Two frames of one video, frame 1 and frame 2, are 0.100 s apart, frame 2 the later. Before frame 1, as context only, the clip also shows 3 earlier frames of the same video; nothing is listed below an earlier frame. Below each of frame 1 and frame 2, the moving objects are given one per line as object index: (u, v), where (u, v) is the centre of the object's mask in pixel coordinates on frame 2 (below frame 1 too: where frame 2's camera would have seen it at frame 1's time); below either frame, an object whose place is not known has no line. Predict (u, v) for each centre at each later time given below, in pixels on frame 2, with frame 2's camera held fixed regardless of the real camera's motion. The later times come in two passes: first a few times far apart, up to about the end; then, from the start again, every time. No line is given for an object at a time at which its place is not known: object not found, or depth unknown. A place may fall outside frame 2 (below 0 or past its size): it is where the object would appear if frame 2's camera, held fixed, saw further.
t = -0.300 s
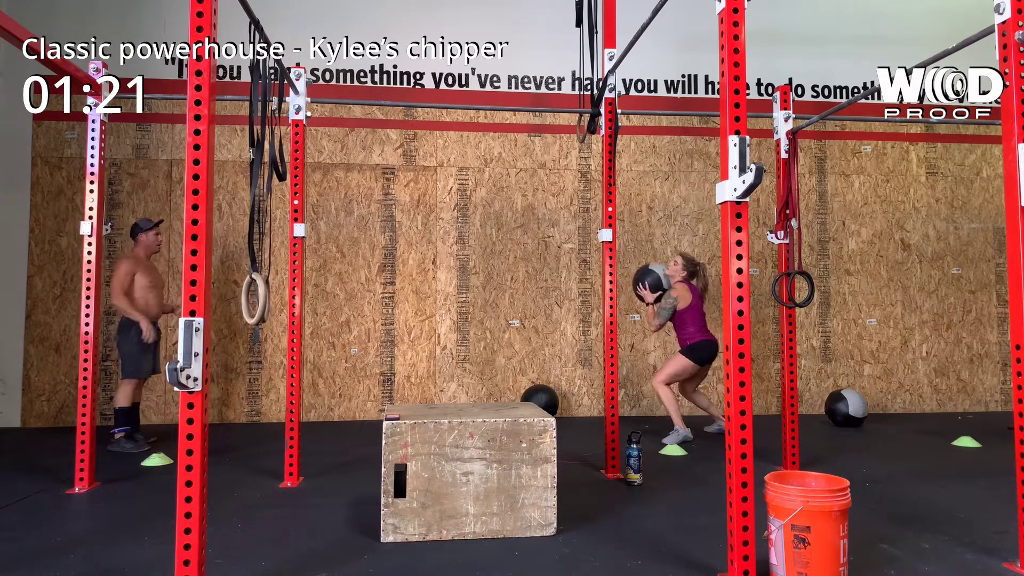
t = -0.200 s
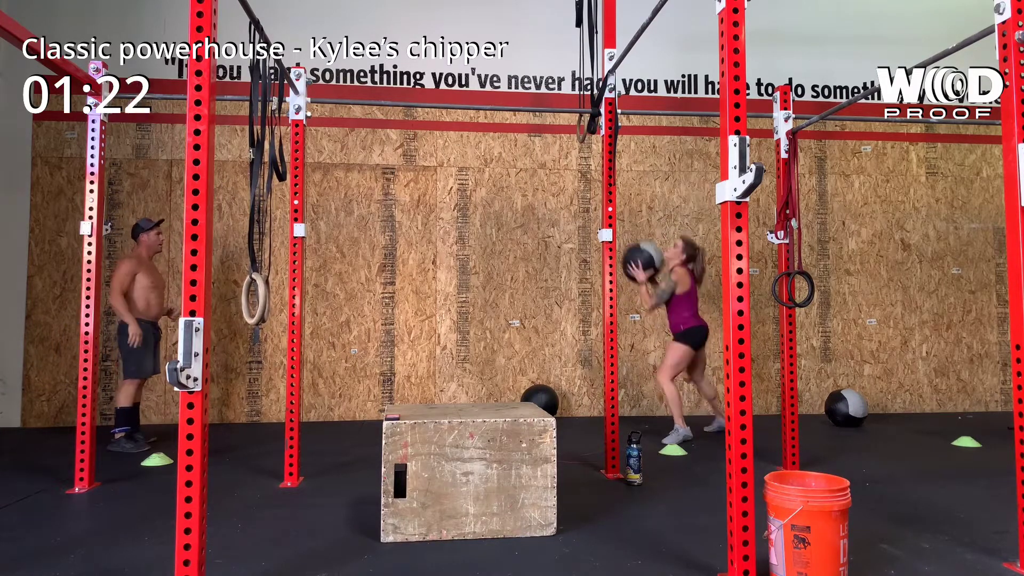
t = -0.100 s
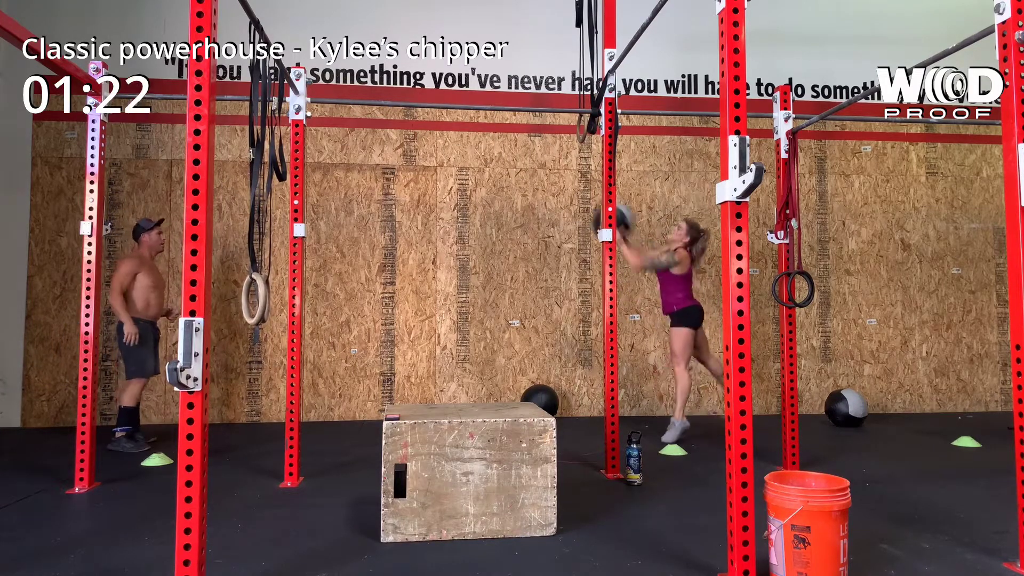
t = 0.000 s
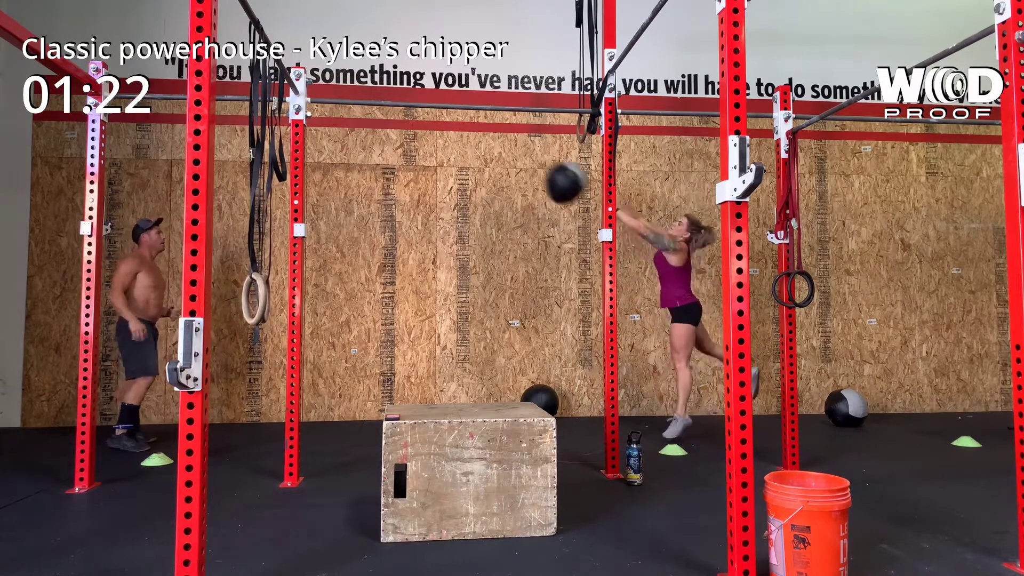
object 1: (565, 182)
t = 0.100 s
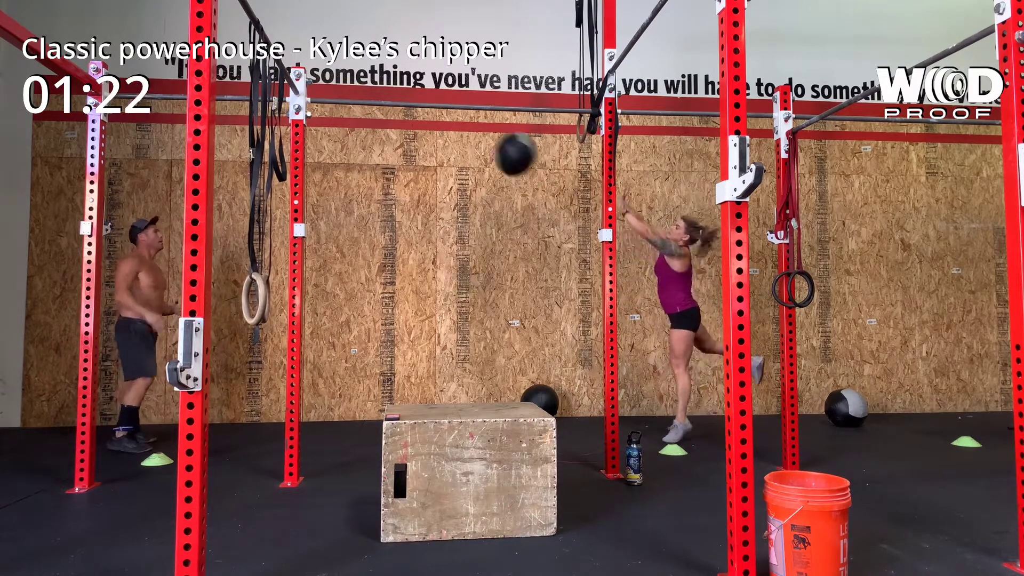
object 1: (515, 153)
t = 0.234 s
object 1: (447, 133)
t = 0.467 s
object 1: (324, 149)
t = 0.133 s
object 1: (498, 147)
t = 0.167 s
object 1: (482, 140)
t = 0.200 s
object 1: (464, 136)
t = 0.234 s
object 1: (447, 133)
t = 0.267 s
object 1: (430, 131)
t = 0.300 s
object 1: (412, 131)
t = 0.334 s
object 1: (395, 131)
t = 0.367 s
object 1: (377, 134)
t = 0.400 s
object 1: (359, 137)
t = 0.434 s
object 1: (341, 141)
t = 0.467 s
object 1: (324, 149)
